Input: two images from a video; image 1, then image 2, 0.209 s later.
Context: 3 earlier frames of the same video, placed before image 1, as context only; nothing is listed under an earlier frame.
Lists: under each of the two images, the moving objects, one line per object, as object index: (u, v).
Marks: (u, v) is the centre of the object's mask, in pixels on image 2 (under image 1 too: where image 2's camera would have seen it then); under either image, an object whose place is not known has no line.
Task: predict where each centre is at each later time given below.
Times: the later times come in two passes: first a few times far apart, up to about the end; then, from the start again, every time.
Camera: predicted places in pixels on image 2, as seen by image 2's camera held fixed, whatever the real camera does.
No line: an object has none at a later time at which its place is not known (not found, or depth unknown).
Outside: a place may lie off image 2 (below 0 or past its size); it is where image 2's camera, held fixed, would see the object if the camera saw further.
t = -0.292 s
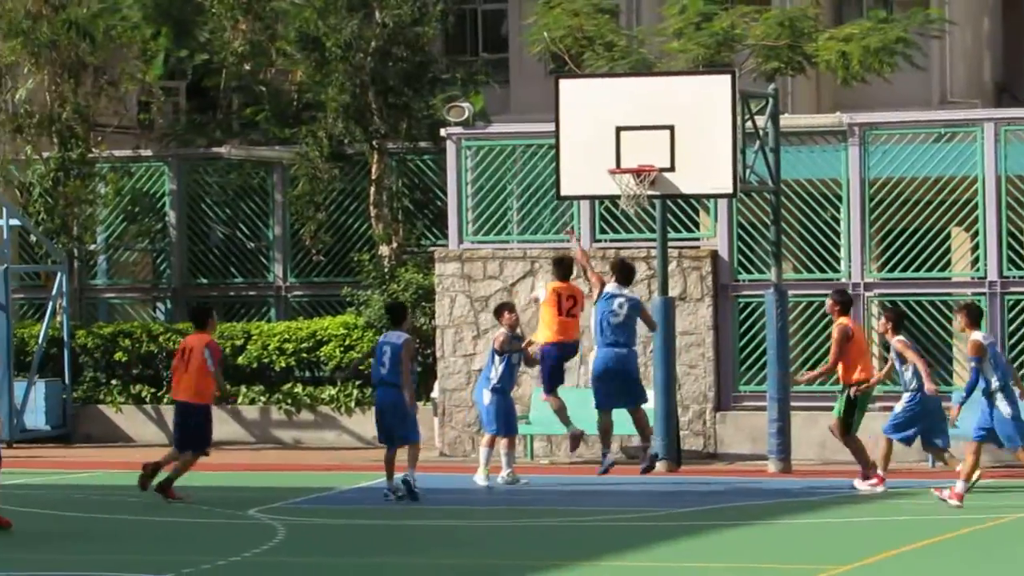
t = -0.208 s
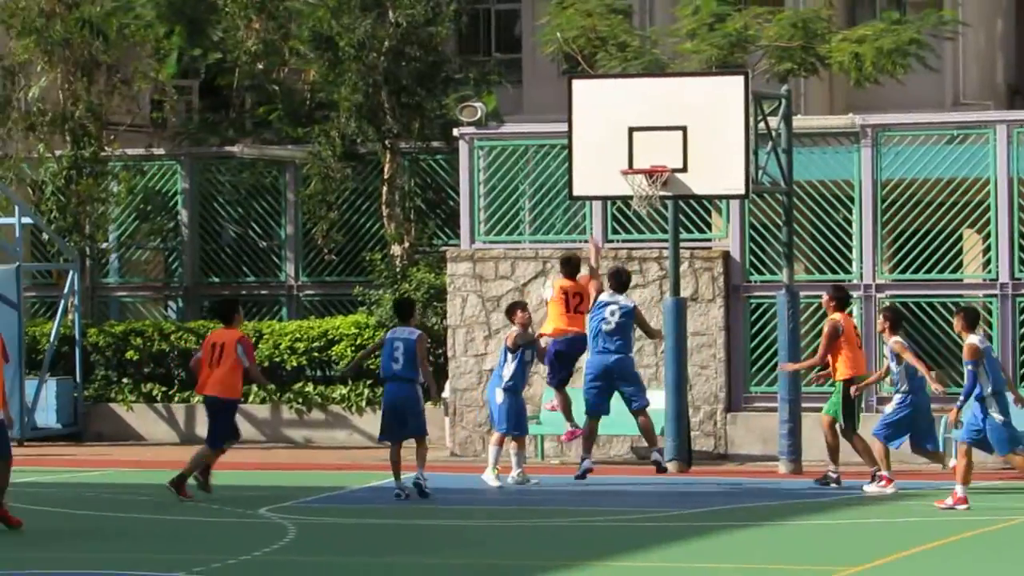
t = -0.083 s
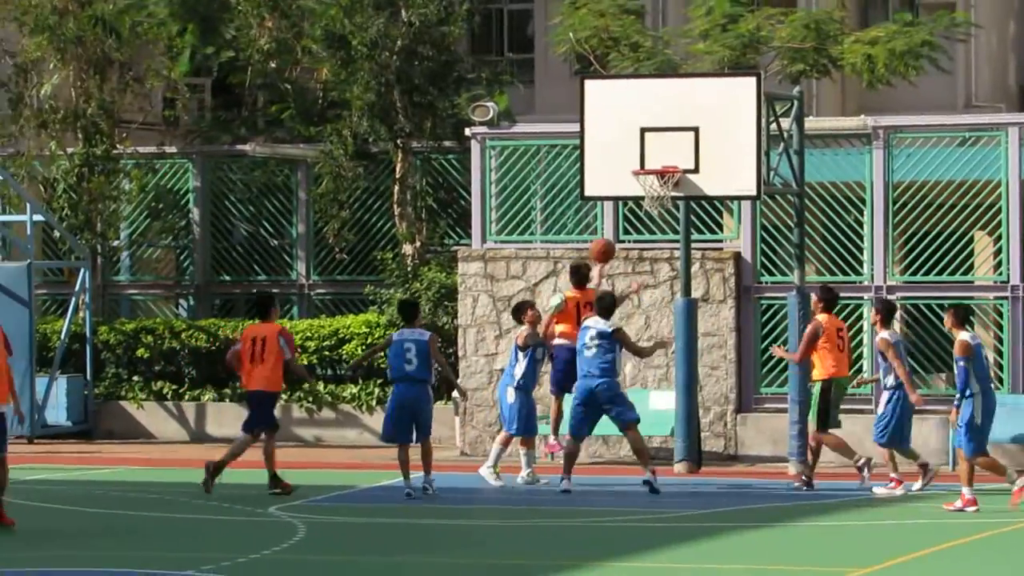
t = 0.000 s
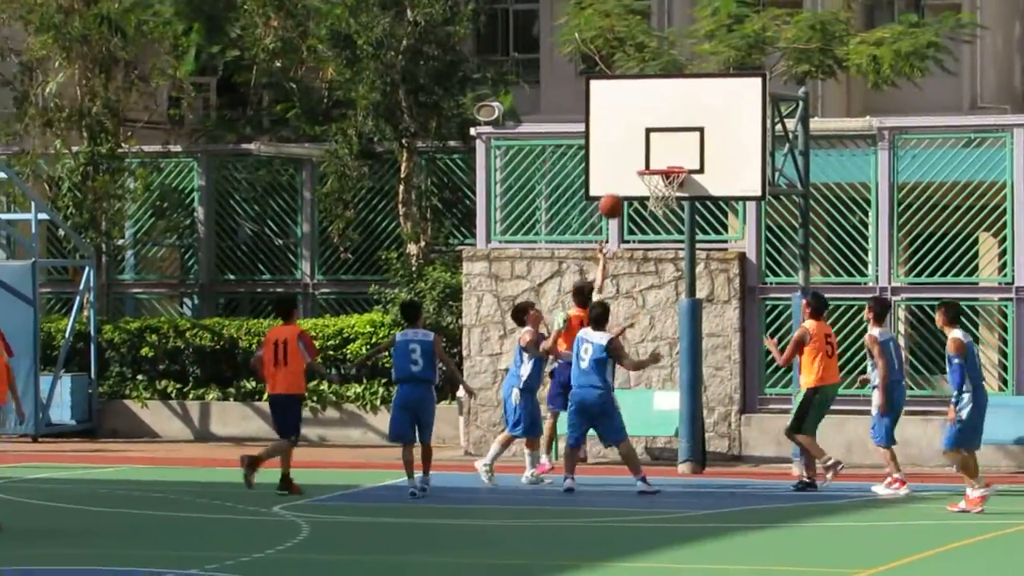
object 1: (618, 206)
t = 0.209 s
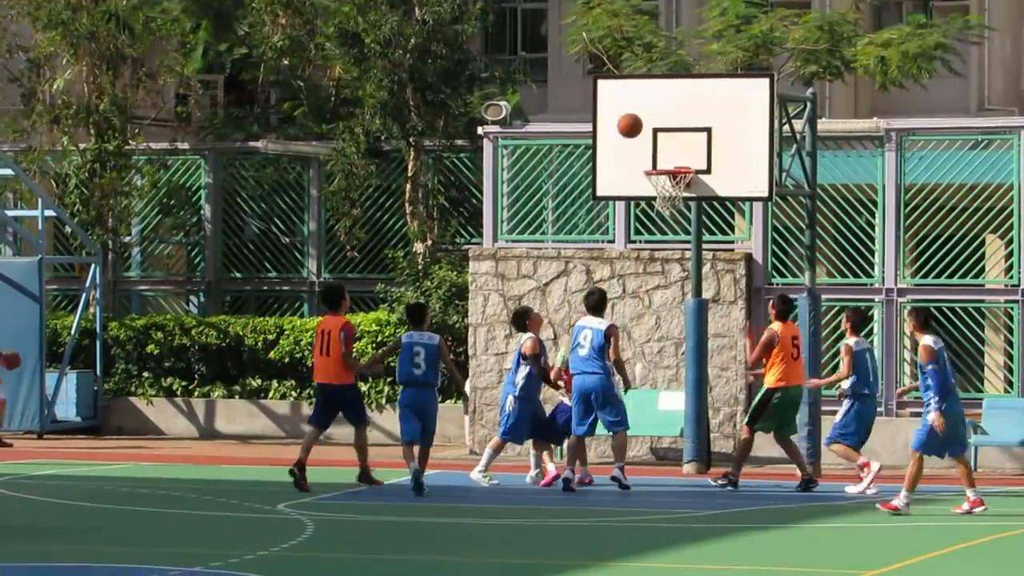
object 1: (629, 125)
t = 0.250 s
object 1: (632, 115)
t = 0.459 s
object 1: (644, 88)
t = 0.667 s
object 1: (655, 107)
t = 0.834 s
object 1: (663, 155)
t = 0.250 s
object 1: (632, 115)
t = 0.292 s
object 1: (634, 106)
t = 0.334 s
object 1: (637, 98)
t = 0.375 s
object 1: (639, 93)
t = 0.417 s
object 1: (641, 89)
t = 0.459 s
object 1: (644, 88)
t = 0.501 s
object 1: (646, 87)
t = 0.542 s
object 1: (648, 90)
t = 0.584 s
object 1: (650, 94)
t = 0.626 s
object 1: (653, 99)
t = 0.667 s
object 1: (655, 107)
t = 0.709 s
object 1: (657, 116)
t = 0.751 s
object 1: (659, 127)
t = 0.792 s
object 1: (661, 141)
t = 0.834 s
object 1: (663, 155)
